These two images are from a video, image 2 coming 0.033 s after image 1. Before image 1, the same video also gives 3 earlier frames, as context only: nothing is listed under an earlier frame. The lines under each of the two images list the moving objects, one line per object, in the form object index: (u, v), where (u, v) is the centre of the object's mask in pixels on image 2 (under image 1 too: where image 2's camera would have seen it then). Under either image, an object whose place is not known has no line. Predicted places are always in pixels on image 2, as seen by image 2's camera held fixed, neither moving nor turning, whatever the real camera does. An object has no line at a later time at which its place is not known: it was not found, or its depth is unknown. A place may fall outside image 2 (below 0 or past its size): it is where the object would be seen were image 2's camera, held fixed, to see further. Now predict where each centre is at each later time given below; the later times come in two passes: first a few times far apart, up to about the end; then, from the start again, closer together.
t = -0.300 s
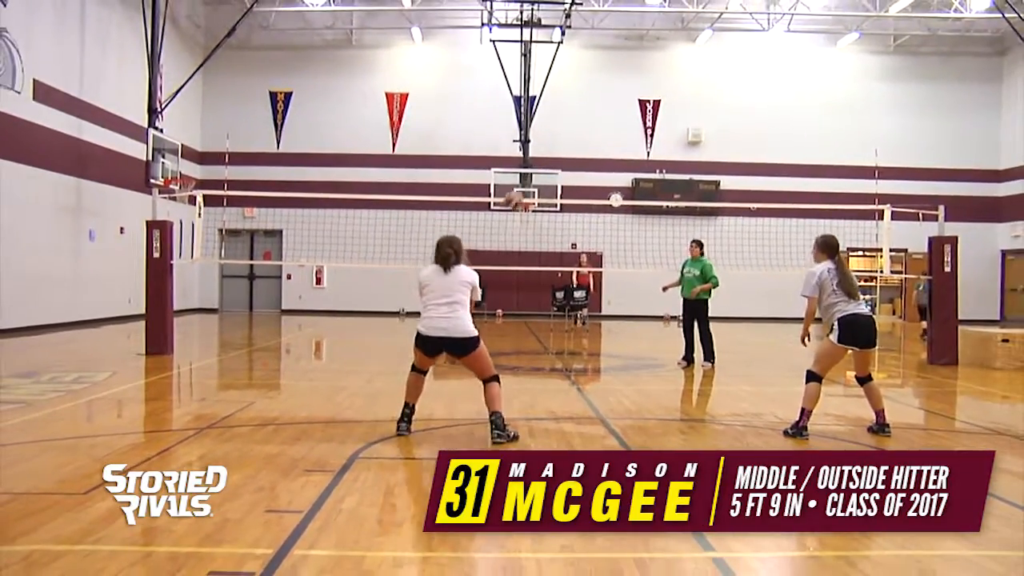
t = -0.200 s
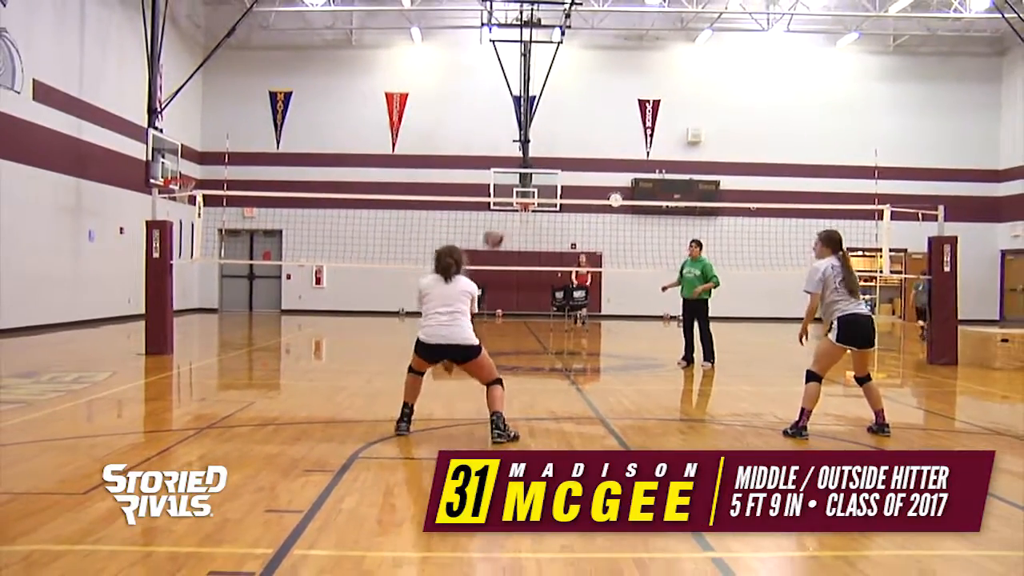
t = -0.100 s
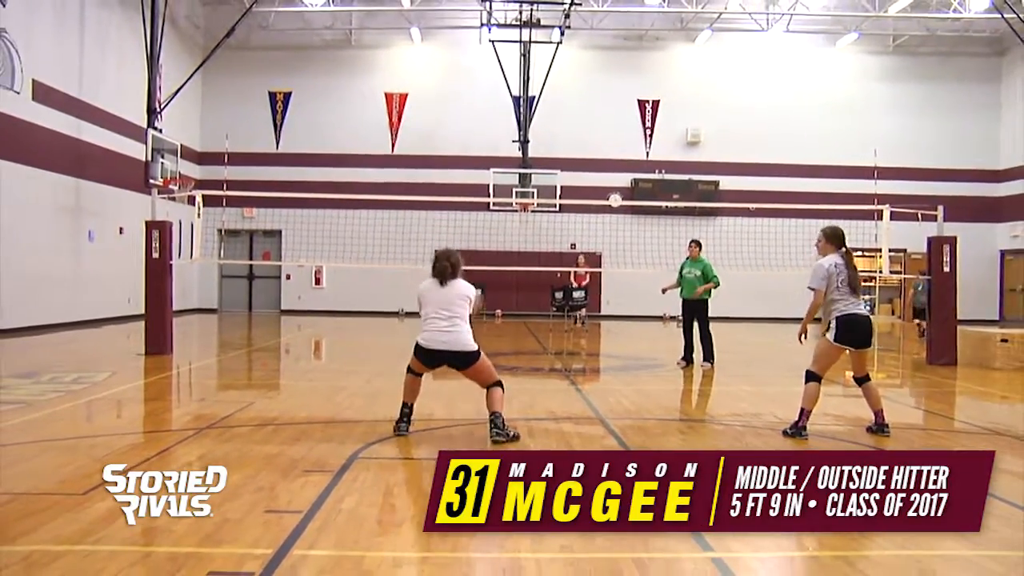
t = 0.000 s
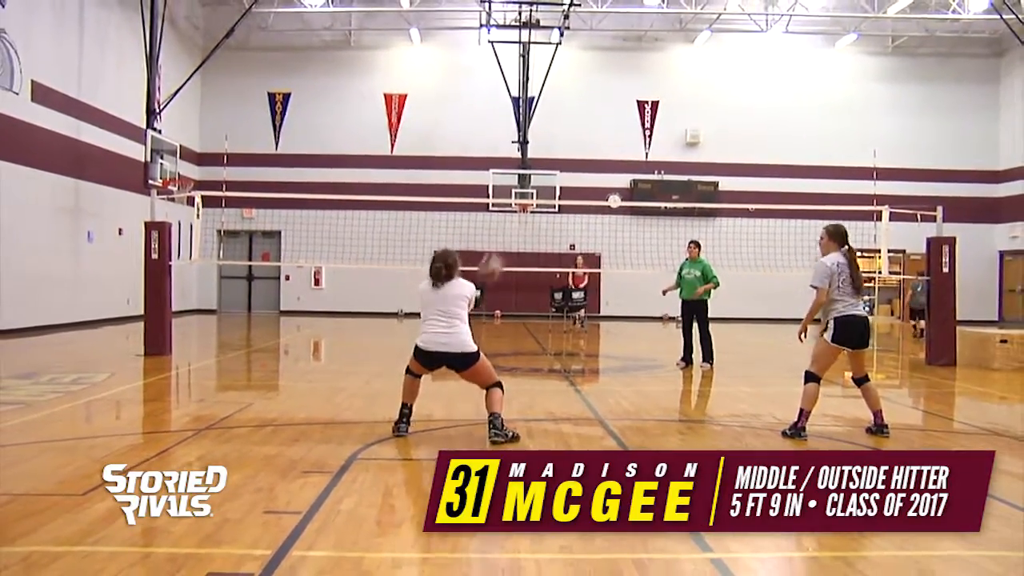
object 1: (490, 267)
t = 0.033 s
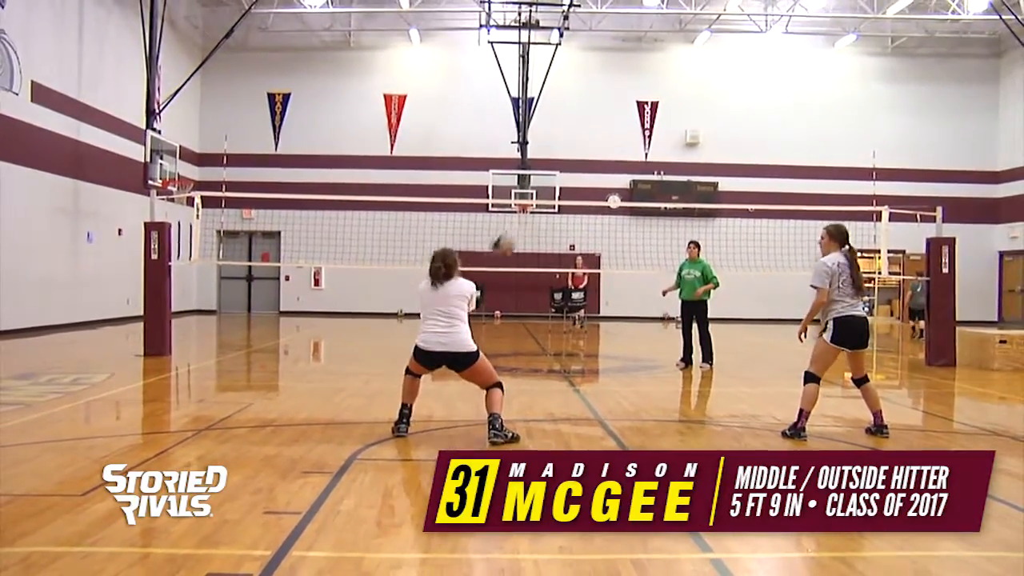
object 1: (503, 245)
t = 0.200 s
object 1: (552, 164)
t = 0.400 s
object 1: (598, 121)
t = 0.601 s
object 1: (631, 120)
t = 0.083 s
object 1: (520, 215)
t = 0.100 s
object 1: (525, 206)
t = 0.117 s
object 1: (529, 199)
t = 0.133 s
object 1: (533, 189)
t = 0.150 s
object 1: (538, 183)
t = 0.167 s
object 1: (544, 175)
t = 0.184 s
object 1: (548, 170)
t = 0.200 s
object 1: (552, 164)
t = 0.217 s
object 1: (557, 155)
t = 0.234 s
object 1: (562, 152)
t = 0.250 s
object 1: (565, 148)
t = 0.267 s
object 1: (569, 143)
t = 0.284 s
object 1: (574, 139)
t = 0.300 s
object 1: (577, 136)
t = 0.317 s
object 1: (581, 133)
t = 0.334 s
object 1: (584, 129)
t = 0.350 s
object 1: (588, 127)
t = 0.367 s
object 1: (591, 124)
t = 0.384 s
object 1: (595, 122)
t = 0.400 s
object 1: (598, 121)
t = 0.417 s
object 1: (601, 120)
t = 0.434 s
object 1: (604, 119)
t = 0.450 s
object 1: (607, 117)
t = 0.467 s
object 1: (610, 117)
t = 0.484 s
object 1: (613, 116)
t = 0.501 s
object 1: (616, 116)
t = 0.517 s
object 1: (618, 116)
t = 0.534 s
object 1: (621, 117)
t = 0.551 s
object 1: (624, 117)
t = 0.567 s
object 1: (627, 118)
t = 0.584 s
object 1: (629, 119)
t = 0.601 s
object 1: (631, 120)
